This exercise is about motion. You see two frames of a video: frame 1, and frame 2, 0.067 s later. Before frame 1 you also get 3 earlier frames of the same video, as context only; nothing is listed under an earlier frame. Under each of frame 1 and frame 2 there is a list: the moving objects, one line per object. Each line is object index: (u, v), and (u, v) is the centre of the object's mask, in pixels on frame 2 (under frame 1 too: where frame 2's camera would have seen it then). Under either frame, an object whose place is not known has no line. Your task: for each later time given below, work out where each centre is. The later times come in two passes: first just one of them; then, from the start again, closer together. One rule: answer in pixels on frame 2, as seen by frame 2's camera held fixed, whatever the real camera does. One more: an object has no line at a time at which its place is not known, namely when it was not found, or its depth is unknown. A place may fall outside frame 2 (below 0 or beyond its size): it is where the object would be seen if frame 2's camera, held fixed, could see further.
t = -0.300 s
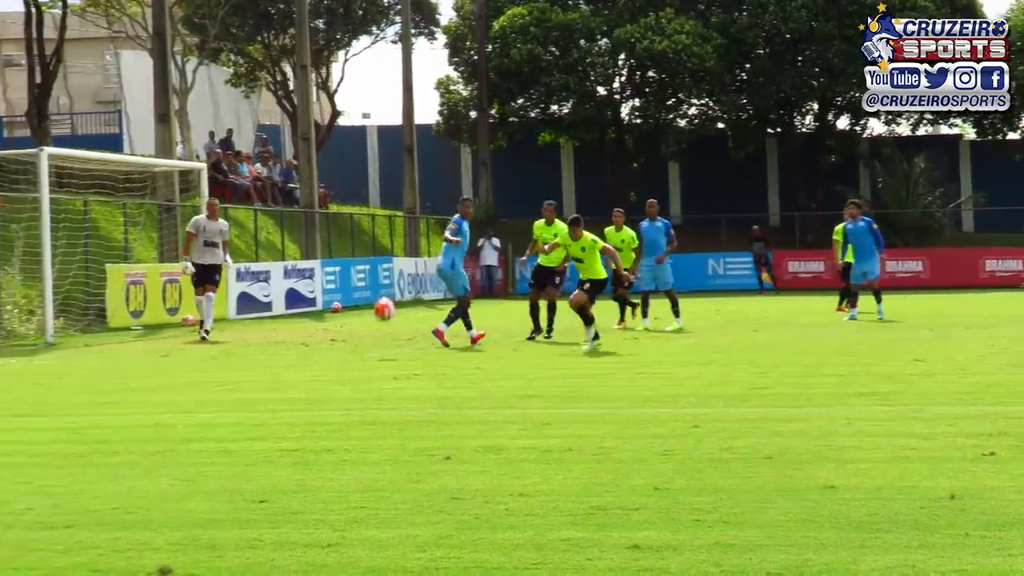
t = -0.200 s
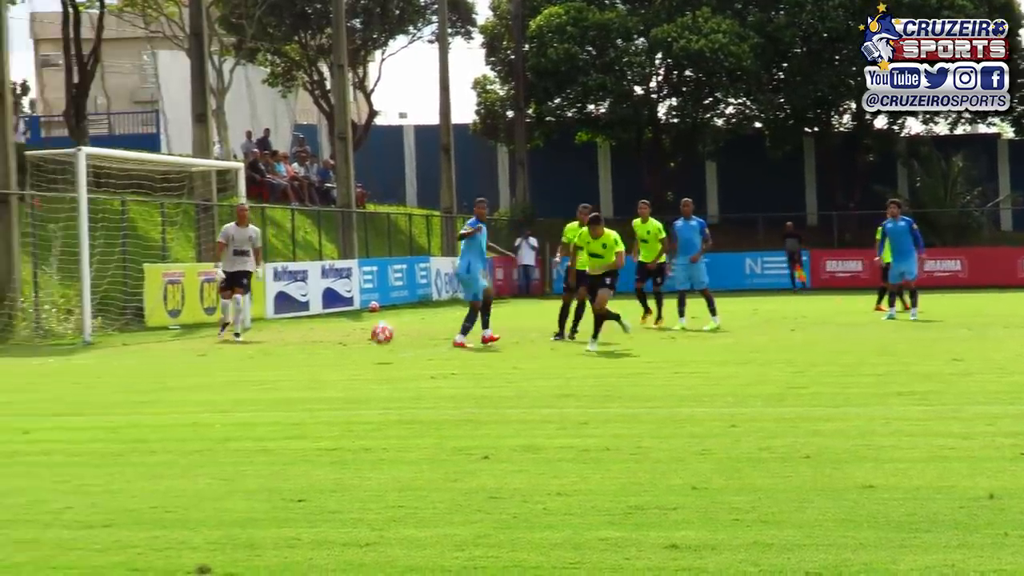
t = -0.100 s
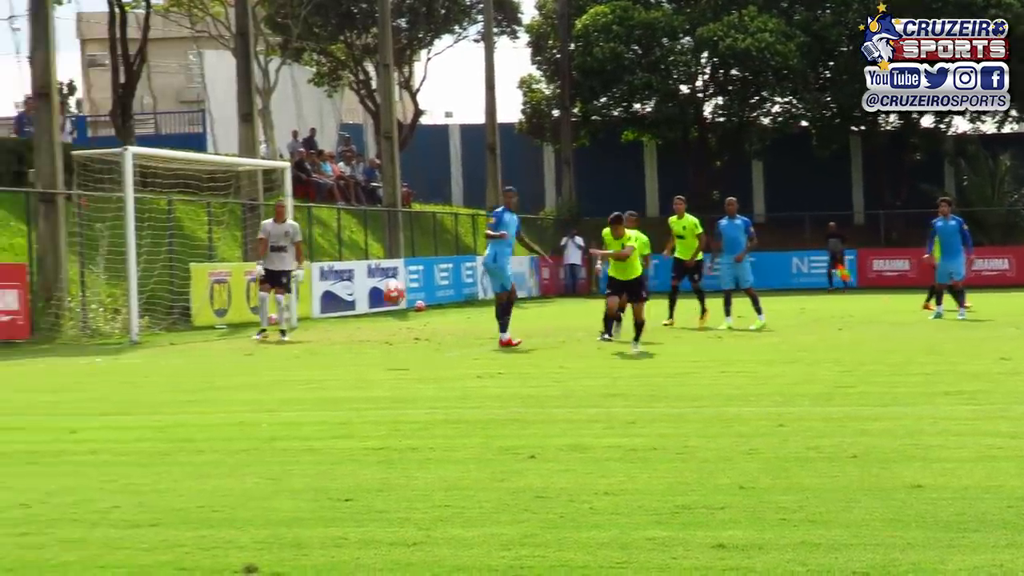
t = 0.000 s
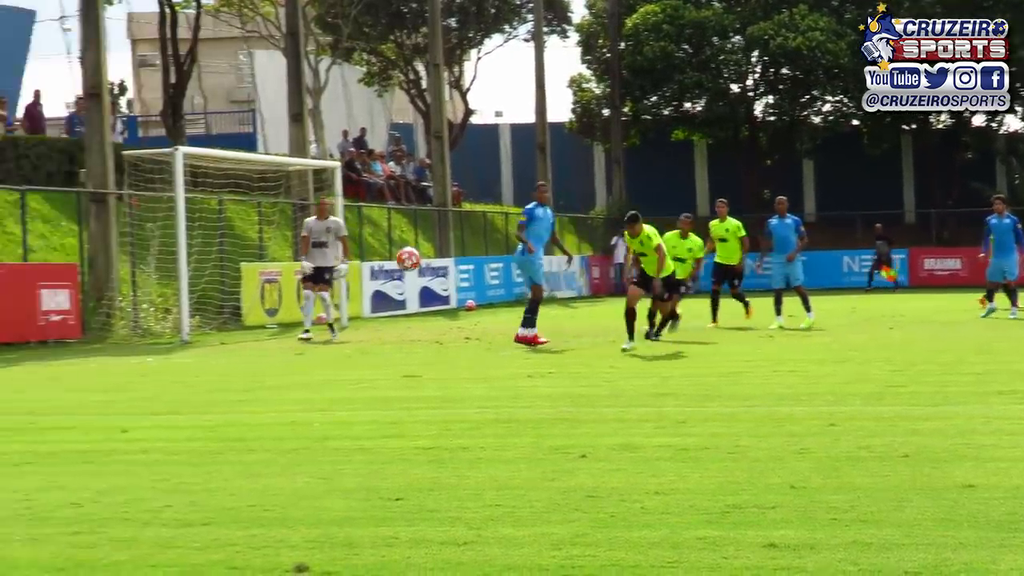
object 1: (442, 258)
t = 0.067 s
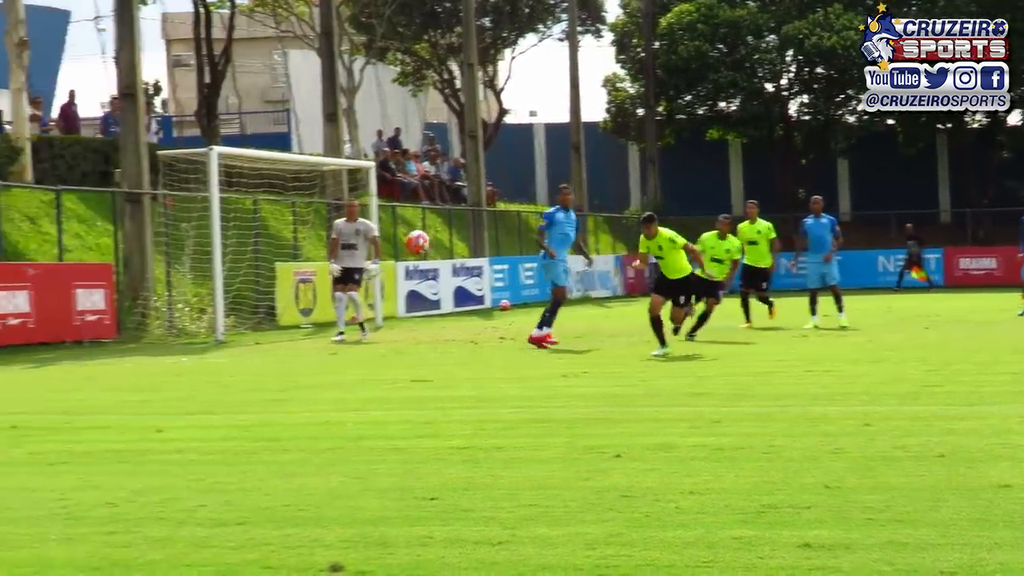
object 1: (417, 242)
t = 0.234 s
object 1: (354, 221)
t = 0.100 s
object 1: (404, 235)
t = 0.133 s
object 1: (392, 229)
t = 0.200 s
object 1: (368, 222)
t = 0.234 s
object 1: (354, 221)
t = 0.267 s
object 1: (342, 220)
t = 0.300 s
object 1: (331, 220)
